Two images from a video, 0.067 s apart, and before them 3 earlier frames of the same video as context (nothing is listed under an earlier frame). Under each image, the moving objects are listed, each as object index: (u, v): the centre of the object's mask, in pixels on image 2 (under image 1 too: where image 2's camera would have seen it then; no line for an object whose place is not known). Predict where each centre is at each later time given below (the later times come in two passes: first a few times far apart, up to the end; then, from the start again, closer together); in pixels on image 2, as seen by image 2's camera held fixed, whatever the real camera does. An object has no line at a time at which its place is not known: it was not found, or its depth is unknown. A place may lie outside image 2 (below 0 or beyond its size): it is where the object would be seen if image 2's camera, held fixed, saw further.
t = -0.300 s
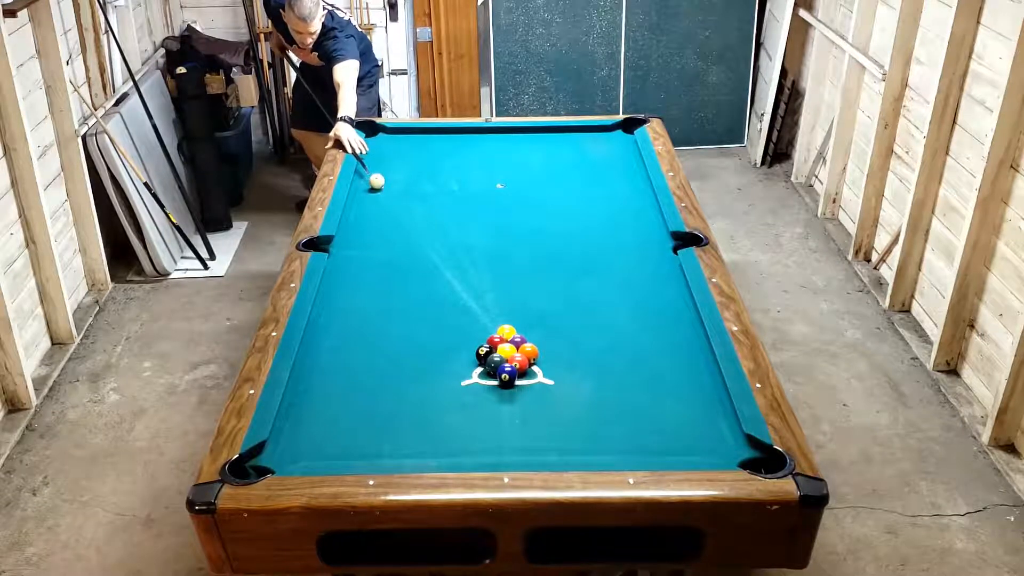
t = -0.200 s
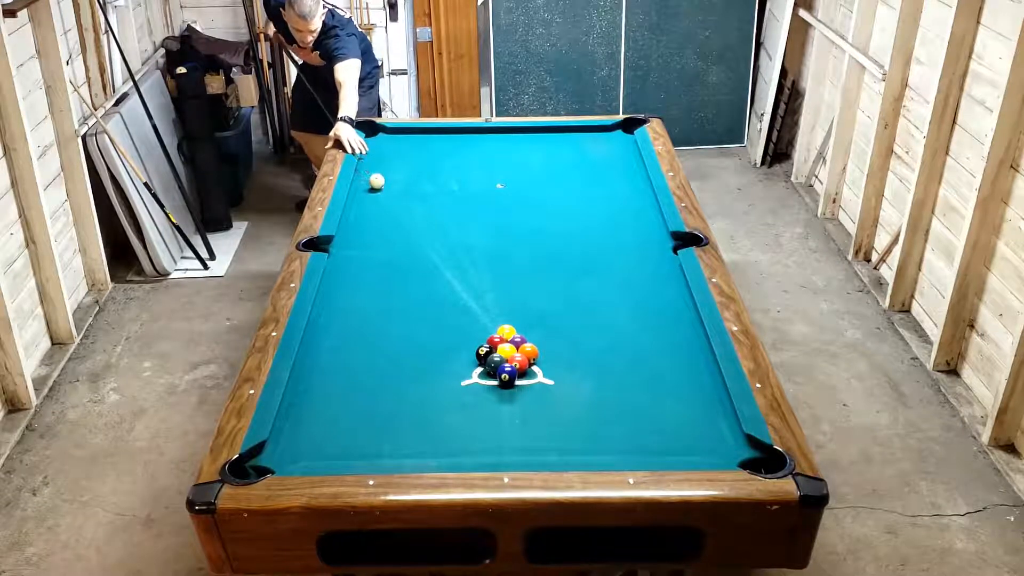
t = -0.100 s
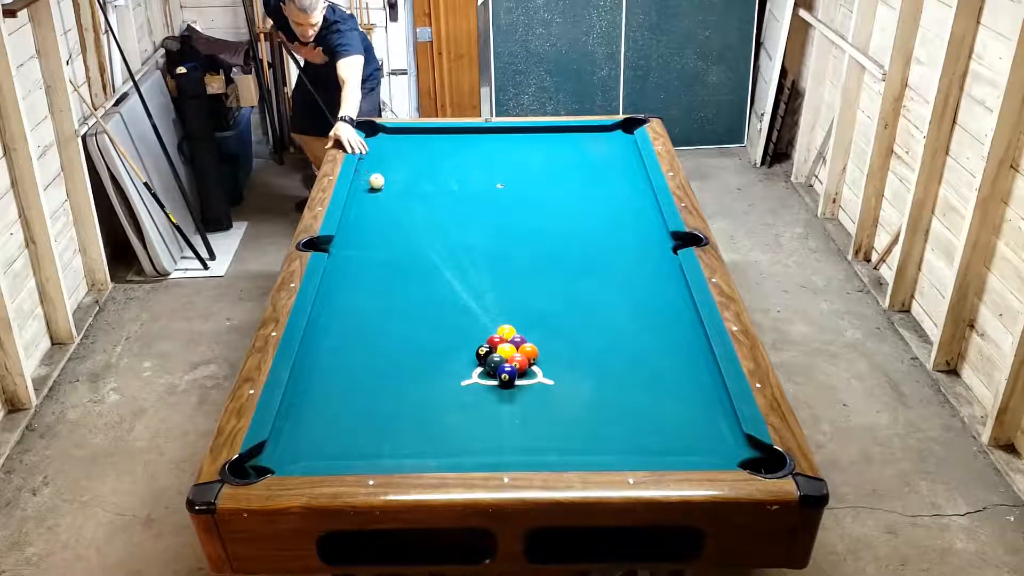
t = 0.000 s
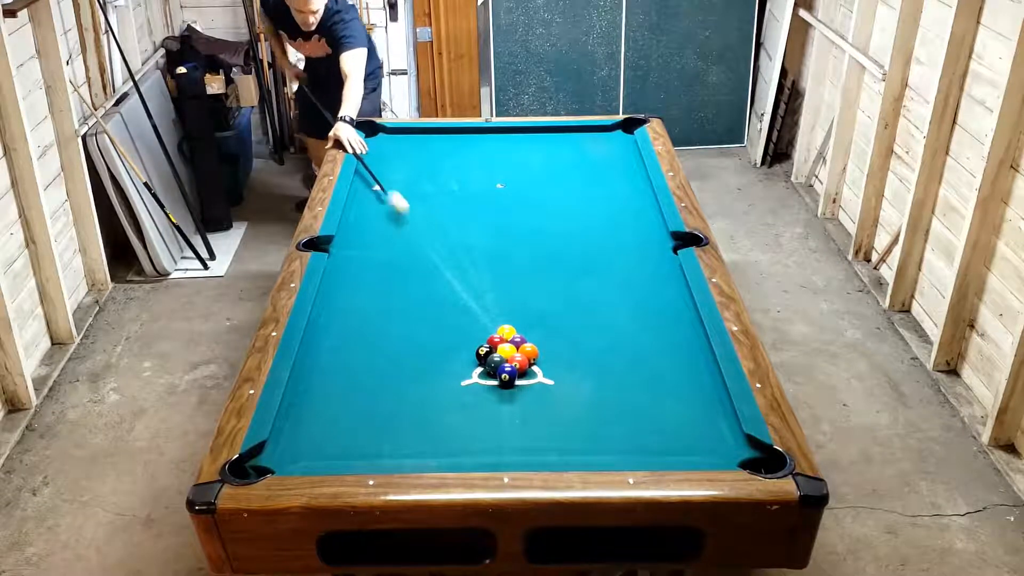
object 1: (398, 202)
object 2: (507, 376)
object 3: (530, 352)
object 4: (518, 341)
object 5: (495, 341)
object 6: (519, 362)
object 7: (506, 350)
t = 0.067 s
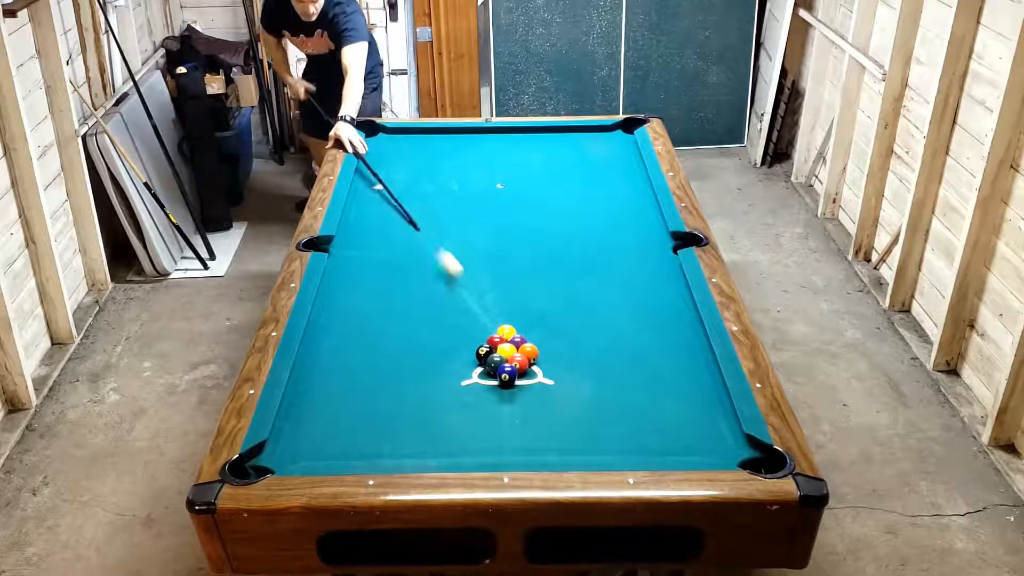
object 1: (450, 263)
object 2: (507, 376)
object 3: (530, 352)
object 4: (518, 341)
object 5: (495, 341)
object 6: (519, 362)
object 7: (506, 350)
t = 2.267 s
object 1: (635, 274)
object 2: (412, 155)
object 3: (522, 185)
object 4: (546, 258)
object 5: (434, 297)
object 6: (529, 397)
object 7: (594, 425)
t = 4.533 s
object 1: (615, 281)
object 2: (512, 191)
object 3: (577, 188)
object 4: (463, 231)
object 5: (433, 297)
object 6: (535, 377)
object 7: (599, 429)
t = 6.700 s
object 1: (615, 281)
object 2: (531, 229)
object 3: (563, 262)
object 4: (462, 231)
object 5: (433, 297)
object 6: (535, 377)
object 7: (599, 429)
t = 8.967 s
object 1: (615, 281)
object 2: (532, 230)
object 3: (578, 292)
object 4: (462, 231)
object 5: (433, 296)
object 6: (535, 377)
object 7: (599, 429)
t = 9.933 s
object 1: (615, 281)
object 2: (532, 229)
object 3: (578, 292)
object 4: (462, 231)
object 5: (433, 296)
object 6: (535, 377)
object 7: (599, 429)
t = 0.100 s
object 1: (480, 297)
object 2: (507, 376)
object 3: (530, 352)
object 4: (518, 341)
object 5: (495, 341)
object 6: (519, 362)
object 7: (506, 350)
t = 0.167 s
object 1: (507, 302)
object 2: (496, 401)
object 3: (598, 375)
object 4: (533, 342)
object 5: (490, 343)
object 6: (517, 369)
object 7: (509, 355)
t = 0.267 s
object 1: (519, 282)
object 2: (473, 449)
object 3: (711, 420)
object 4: (558, 336)
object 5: (481, 340)
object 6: (518, 379)
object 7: (515, 360)
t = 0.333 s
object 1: (526, 285)
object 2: (463, 434)
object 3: (648, 433)
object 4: (574, 331)
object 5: (475, 338)
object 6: (519, 386)
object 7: (519, 364)
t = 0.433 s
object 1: (539, 278)
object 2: (451, 404)
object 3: (562, 448)
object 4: (596, 325)
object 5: (466, 336)
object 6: (520, 396)
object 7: (524, 370)
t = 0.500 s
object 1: (547, 275)
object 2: (444, 385)
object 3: (505, 446)
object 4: (610, 321)
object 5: (461, 334)
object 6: (520, 403)
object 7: (527, 372)
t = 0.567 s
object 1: (556, 272)
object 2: (437, 368)
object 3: (452, 443)
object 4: (625, 316)
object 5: (455, 333)
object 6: (521, 410)
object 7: (531, 376)
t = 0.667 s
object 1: (570, 270)
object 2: (427, 345)
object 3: (375, 434)
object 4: (645, 311)
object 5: (447, 331)
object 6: (522, 419)
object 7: (536, 379)
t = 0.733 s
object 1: (580, 270)
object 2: (419, 331)
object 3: (357, 420)
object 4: (659, 307)
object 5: (444, 329)
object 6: (522, 426)
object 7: (540, 382)
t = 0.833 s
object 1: (595, 268)
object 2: (405, 312)
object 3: (325, 401)
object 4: (679, 302)
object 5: (443, 326)
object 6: (523, 436)
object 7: (544, 386)
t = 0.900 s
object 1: (604, 268)
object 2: (396, 300)
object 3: (302, 390)
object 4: (679, 298)
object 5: (442, 324)
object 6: (524, 443)
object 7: (547, 388)
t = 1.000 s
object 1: (618, 267)
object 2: (383, 283)
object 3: (319, 368)
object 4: (666, 294)
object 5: (441, 320)
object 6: (525, 449)
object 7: (552, 393)
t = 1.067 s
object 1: (627, 266)
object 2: (375, 272)
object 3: (335, 354)
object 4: (658, 292)
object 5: (441, 318)
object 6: (525, 447)
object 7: (556, 395)
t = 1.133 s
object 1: (636, 265)
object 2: (367, 262)
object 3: (350, 340)
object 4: (651, 289)
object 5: (440, 316)
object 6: (525, 445)
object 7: (558, 397)
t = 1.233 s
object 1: (649, 264)
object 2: (356, 248)
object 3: (370, 321)
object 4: (639, 286)
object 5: (439, 314)
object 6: (525, 439)
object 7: (563, 400)
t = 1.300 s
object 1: (658, 263)
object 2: (349, 239)
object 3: (384, 309)
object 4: (632, 284)
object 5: (439, 312)
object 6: (526, 435)
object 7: (566, 403)
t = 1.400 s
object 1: (671, 262)
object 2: (349, 228)
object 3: (402, 292)
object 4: (621, 281)
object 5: (438, 309)
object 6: (526, 430)
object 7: (570, 406)
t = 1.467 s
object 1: (668, 263)
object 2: (355, 221)
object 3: (414, 282)
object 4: (614, 278)
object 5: (438, 308)
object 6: (526, 427)
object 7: (572, 408)
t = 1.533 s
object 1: (665, 265)
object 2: (360, 214)
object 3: (425, 271)
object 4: (608, 276)
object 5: (437, 306)
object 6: (526, 424)
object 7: (575, 409)
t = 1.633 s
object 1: (660, 266)
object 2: (369, 204)
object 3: (441, 257)
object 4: (598, 273)
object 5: (437, 304)
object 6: (526, 419)
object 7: (578, 412)
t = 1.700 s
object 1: (657, 267)
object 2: (374, 197)
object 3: (451, 248)
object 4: (592, 271)
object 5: (436, 303)
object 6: (526, 416)
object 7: (581, 414)
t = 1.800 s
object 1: (653, 268)
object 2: (381, 190)
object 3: (465, 236)
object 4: (583, 269)
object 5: (435, 301)
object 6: (527, 412)
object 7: (583, 417)
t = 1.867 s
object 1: (650, 269)
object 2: (385, 185)
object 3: (474, 228)
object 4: (577, 267)
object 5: (435, 300)
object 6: (527, 410)
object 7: (585, 418)
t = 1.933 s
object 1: (647, 270)
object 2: (391, 180)
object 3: (483, 220)
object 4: (571, 265)
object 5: (435, 300)
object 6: (527, 407)
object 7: (587, 420)
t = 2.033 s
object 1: (644, 271)
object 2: (397, 172)
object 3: (495, 209)
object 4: (563, 263)
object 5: (435, 298)
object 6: (528, 404)
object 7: (589, 422)
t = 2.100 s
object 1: (641, 272)
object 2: (402, 167)
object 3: (503, 201)
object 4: (559, 261)
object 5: (435, 298)
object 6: (528, 402)
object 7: (591, 423)
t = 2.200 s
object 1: (637, 273)
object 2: (409, 160)
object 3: (515, 191)
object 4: (551, 259)
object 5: (434, 297)
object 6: (529, 399)
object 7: (593, 424)
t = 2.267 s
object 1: (635, 274)
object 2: (412, 155)
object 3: (522, 185)
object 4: (546, 258)
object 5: (434, 297)
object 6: (529, 397)
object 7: (594, 425)
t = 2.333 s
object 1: (633, 275)
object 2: (417, 151)
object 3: (529, 179)
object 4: (542, 256)
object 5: (433, 297)
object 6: (530, 395)
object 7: (595, 426)
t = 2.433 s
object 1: (630, 276)
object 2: (422, 144)
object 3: (540, 169)
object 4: (535, 254)
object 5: (433, 296)
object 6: (531, 394)
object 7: (597, 427)
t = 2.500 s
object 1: (629, 276)
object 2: (426, 140)
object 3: (546, 164)
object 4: (531, 253)
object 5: (433, 296)
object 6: (531, 391)
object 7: (598, 428)
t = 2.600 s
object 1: (626, 277)
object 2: (432, 134)
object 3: (556, 155)
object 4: (524, 251)
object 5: (433, 296)
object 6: (532, 389)
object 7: (599, 429)
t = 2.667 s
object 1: (624, 278)
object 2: (434, 132)
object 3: (562, 150)
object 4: (521, 250)
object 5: (433, 297)
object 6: (532, 387)
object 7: (599, 429)
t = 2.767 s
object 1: (622, 278)
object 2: (438, 135)
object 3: (571, 143)
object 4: (515, 248)
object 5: (433, 297)
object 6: (532, 385)
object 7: (600, 429)
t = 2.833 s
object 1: (621, 279)
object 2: (442, 137)
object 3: (577, 138)
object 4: (512, 247)
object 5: (433, 297)
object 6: (533, 384)
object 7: (600, 429)
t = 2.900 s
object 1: (620, 279)
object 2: (445, 139)
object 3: (582, 133)
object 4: (508, 246)
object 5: (433, 297)
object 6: (533, 383)
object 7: (600, 430)
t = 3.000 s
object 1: (618, 280)
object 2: (449, 143)
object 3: (592, 130)
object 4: (503, 244)
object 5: (433, 297)
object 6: (533, 382)
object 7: (600, 430)
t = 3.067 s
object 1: (617, 280)
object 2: (452, 145)
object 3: (599, 133)
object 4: (500, 243)
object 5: (433, 297)
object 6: (533, 381)
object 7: (600, 429)
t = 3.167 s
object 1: (616, 280)
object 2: (457, 149)
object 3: (610, 137)
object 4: (496, 242)
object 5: (433, 297)
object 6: (534, 379)
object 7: (599, 429)
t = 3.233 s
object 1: (616, 280)
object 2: (460, 151)
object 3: (618, 140)
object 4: (493, 241)
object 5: (433, 297)
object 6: (534, 379)
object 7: (599, 429)
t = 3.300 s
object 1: (616, 281)
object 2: (463, 153)
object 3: (626, 142)
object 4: (490, 240)
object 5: (433, 297)
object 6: (534, 378)
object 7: (599, 429)
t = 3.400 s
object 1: (615, 281)
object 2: (467, 156)
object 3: (628, 146)
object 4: (487, 239)
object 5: (433, 297)
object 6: (534, 378)
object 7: (599, 429)
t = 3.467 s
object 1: (615, 281)
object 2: (470, 158)
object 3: (624, 148)
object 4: (484, 239)
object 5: (433, 297)
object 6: (534, 378)
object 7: (599, 429)
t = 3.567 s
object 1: (615, 281)
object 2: (474, 161)
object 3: (620, 152)
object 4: (481, 237)
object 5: (433, 297)
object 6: (534, 377)
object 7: (599, 429)
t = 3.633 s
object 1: (615, 281)
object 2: (477, 164)
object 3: (617, 155)
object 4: (479, 237)
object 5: (433, 297)
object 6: (534, 377)
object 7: (599, 429)
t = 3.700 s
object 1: (615, 281)
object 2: (479, 166)
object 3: (613, 157)
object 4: (477, 236)
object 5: (433, 297)
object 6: (534, 377)
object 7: (599, 429)
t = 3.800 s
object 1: (615, 281)
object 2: (483, 169)
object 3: (609, 161)
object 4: (475, 236)
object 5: (433, 297)
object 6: (535, 377)
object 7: (599, 429)
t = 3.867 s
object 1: (615, 281)
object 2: (486, 171)
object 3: (606, 163)
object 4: (473, 235)
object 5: (433, 297)
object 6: (535, 377)
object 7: (599, 429)
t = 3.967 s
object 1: (615, 281)
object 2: (490, 174)
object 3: (601, 167)
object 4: (471, 234)
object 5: (433, 297)
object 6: (535, 377)
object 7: (599, 429)
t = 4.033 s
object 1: (615, 281)
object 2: (493, 177)
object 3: (599, 170)
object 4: (470, 233)
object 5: (433, 297)
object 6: (535, 377)
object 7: (599, 429)
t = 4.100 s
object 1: (615, 281)
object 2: (496, 179)
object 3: (596, 172)
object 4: (469, 233)
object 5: (433, 297)
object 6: (535, 377)
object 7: (599, 429)
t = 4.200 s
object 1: (615, 281)
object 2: (500, 182)
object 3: (591, 176)
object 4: (467, 233)
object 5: (433, 297)
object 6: (535, 377)
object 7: (599, 429)
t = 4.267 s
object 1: (615, 281)
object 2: (502, 184)
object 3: (588, 178)
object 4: (466, 232)
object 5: (433, 297)
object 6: (535, 377)
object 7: (599, 429)
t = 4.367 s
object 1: (615, 281)
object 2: (506, 187)
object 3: (584, 182)
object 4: (465, 232)
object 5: (433, 297)
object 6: (535, 377)
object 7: (599, 429)
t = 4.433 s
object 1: (615, 281)
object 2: (509, 189)
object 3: (581, 184)
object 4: (464, 232)
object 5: (433, 297)
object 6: (535, 377)
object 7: (599, 429)
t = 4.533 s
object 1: (615, 281)
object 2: (512, 191)
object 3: (577, 188)
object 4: (463, 231)
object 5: (433, 297)
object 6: (535, 377)
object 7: (599, 429)
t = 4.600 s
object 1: (615, 281)
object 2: (515, 194)
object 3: (574, 190)
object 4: (462, 231)
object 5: (433, 297)
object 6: (535, 377)
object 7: (599, 429)
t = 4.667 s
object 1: (615, 281)
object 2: (517, 195)
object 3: (572, 193)
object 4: (462, 231)
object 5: (433, 297)
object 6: (535, 377)
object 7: (599, 429)
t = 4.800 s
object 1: (615, 281)
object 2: (522, 199)
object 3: (567, 198)
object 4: (461, 231)
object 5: (433, 297)
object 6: (535, 377)
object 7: (599, 429)
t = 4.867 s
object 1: (615, 281)
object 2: (524, 201)
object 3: (564, 200)
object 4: (461, 231)
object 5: (433, 297)
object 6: (535, 377)
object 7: (599, 429)
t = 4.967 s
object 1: (615, 281)
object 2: (528, 204)
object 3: (560, 204)
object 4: (462, 231)
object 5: (433, 296)
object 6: (535, 377)
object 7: (599, 429)
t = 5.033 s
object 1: (615, 281)
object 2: (530, 206)
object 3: (558, 206)
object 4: (462, 231)
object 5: (433, 296)
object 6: (535, 377)
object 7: (599, 429)
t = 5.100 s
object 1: (615, 281)
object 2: (532, 208)
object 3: (555, 208)
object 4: (462, 231)
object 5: (433, 296)
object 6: (535, 377)
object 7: (599, 429)
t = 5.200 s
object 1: (615, 281)
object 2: (535, 210)
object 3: (552, 212)
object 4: (462, 231)
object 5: (433, 296)
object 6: (535, 377)
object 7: (599, 429)
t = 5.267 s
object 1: (615, 281)
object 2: (536, 212)
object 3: (551, 214)
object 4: (462, 231)
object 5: (433, 296)
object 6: (535, 377)
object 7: (599, 429)
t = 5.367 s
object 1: (615, 281)
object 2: (535, 214)
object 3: (551, 218)
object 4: (462, 231)
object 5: (433, 296)
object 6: (535, 377)
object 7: (599, 429)
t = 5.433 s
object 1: (615, 281)
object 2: (535, 215)
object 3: (551, 220)
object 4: (462, 231)
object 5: (433, 296)
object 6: (535, 377)
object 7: (599, 429)
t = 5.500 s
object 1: (615, 281)
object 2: (535, 216)
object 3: (551, 223)
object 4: (462, 231)
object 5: (433, 296)
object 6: (535, 377)
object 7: (599, 429)
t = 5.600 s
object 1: (615, 281)
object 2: (534, 218)
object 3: (551, 226)
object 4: (462, 231)
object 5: (433, 297)
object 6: (535, 377)
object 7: (599, 429)
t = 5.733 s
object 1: (615, 281)
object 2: (534, 220)
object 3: (552, 231)
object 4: (462, 231)
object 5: (433, 297)
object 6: (535, 377)
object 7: (599, 429)
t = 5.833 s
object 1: (615, 281)
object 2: (533, 221)
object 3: (552, 235)
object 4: (462, 231)
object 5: (433, 297)
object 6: (535, 377)
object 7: (599, 429)
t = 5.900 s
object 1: (615, 281)
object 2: (533, 222)
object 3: (553, 237)
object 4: (462, 231)
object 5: (433, 297)
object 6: (535, 377)
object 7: (599, 429)
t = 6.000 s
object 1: (615, 281)
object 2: (532, 223)
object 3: (554, 240)
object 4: (462, 231)
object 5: (433, 297)
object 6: (535, 377)
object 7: (599, 429)
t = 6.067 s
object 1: (615, 281)
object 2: (532, 224)
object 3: (554, 243)
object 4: (462, 231)
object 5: (433, 297)
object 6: (535, 377)
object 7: (599, 429)
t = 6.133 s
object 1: (615, 281)
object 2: (532, 225)
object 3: (555, 245)
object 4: (462, 231)
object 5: (433, 297)
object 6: (535, 377)
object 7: (599, 429)
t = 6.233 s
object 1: (615, 281)
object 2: (531, 226)
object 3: (556, 248)
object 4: (462, 231)
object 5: (433, 297)
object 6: (535, 377)
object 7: (599, 429)
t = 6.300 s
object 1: (615, 281)
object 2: (531, 227)
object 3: (557, 250)
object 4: (462, 231)
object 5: (433, 297)
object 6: (535, 377)
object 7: (599, 429)
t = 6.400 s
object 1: (615, 281)
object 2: (531, 227)
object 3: (558, 253)
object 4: (462, 231)
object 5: (433, 297)
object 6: (535, 377)
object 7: (599, 429)
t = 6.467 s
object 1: (615, 281)
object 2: (531, 228)
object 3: (559, 255)
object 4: (462, 231)
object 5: (433, 297)
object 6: (535, 377)
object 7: (599, 429)
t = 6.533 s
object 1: (615, 281)
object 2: (531, 228)
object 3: (560, 257)
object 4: (462, 231)
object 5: (433, 297)
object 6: (535, 377)
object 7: (599, 429)
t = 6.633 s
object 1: (615, 281)
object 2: (531, 229)
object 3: (562, 260)
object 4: (462, 231)
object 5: (433, 297)
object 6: (535, 377)
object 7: (599, 429)
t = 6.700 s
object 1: (615, 281)
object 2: (531, 229)
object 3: (563, 262)
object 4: (462, 231)
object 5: (433, 297)
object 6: (535, 377)
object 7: (599, 429)
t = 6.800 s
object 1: (615, 281)
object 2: (531, 229)
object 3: (564, 264)
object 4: (462, 231)
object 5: (433, 297)
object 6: (535, 377)
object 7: (599, 429)
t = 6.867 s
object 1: (615, 281)
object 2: (531, 230)
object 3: (565, 266)
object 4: (462, 231)
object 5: (433, 297)
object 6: (535, 377)
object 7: (599, 429)
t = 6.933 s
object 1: (615, 281)
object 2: (532, 230)
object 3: (566, 268)
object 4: (462, 231)
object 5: (433, 297)
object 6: (535, 377)
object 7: (599, 429)
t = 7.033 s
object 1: (616, 281)
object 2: (532, 230)
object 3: (567, 270)
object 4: (462, 231)
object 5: (433, 297)
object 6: (535, 377)
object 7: (599, 429)
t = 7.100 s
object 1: (616, 281)
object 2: (532, 230)
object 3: (568, 272)
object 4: (462, 231)
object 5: (433, 297)
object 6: (535, 377)
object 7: (599, 429)
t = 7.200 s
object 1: (615, 281)
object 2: (532, 230)
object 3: (570, 274)
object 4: (462, 231)
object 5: (433, 297)
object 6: (535, 377)
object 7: (599, 429)
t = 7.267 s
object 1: (615, 281)
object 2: (532, 230)
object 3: (571, 275)
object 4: (462, 231)
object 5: (433, 296)
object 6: (535, 377)
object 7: (599, 429)
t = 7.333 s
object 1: (615, 281)
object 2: (532, 229)
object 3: (571, 277)
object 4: (462, 231)
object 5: (433, 296)
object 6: (535, 377)
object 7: (599, 429)
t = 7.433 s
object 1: (615, 281)
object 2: (532, 229)
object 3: (573, 279)
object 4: (462, 231)
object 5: (433, 296)
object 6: (535, 377)
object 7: (599, 429)
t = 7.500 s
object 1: (615, 281)
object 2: (532, 229)
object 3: (573, 280)
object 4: (462, 231)
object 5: (433, 296)
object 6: (535, 377)
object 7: (599, 429)
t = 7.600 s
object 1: (615, 281)
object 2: (532, 229)
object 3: (574, 282)
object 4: (462, 231)
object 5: (433, 296)
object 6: (535, 377)
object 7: (599, 429)
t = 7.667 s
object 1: (615, 281)
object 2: (532, 229)
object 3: (574, 283)
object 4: (462, 231)
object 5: (433, 296)
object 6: (535, 377)
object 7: (599, 429)
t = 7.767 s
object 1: (615, 281)
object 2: (532, 229)
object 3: (575, 284)
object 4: (462, 231)
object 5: (433, 296)
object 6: (535, 377)
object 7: (599, 429)
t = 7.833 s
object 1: (615, 281)
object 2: (532, 229)
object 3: (575, 285)
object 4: (462, 231)
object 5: (433, 296)
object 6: (535, 377)
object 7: (599, 429)
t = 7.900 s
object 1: (615, 281)
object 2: (532, 229)
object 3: (576, 286)
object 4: (462, 231)
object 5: (433, 296)
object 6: (535, 377)
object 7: (599, 429)
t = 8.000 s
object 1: (615, 281)
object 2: (532, 229)
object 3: (576, 287)
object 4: (462, 231)
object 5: (433, 296)
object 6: (535, 377)
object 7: (599, 429)
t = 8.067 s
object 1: (615, 281)
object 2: (532, 229)
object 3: (576, 288)
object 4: (462, 231)
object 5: (433, 296)
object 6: (535, 377)
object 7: (599, 429)
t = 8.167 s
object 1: (615, 281)
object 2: (532, 229)
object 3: (577, 289)
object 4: (462, 231)
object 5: (433, 296)
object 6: (535, 377)
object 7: (599, 429)
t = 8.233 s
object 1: (615, 281)
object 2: (532, 229)
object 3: (577, 290)
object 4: (462, 231)
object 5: (433, 296)
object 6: (535, 377)
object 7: (599, 429)
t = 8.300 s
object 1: (615, 281)
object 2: (532, 230)
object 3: (578, 290)
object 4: (462, 231)
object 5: (433, 296)
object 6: (535, 377)
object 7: (599, 429)
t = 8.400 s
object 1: (615, 281)
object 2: (532, 230)
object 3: (578, 291)
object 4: (462, 231)
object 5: (433, 296)
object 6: (535, 377)
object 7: (599, 429)
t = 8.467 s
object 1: (615, 281)
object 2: (532, 230)
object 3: (578, 292)
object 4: (462, 231)
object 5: (433, 297)
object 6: (535, 377)
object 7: (599, 429)
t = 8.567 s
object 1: (615, 281)
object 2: (532, 230)
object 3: (578, 292)
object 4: (462, 231)
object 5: (433, 296)
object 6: (535, 377)
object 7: (599, 429)
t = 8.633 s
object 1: (615, 281)
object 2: (532, 230)
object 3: (578, 292)
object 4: (462, 231)
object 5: (433, 296)
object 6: (535, 377)
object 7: (599, 429)
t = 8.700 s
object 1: (615, 281)
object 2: (532, 230)
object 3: (578, 292)
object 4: (462, 231)
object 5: (433, 296)
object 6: (535, 377)
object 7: (599, 429)
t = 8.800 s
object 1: (615, 281)
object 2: (532, 230)
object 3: (578, 292)
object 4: (462, 231)
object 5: (433, 296)
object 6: (535, 377)
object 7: (599, 429)
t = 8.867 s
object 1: (615, 281)
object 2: (532, 230)
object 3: (578, 292)
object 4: (462, 231)
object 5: (433, 296)
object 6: (535, 377)
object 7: (599, 429)
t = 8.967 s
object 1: (615, 281)
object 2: (532, 230)
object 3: (578, 292)
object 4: (462, 231)
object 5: (433, 296)
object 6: (535, 377)
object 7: (599, 429)
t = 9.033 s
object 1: (615, 281)
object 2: (532, 230)
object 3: (578, 292)
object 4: (462, 231)
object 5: (433, 296)
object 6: (535, 377)
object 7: (599, 429)
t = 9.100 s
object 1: (615, 281)
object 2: (532, 229)
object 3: (578, 292)
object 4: (462, 231)
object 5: (433, 296)
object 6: (535, 377)
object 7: (599, 429)
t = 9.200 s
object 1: (615, 281)
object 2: (532, 229)
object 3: (578, 292)
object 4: (462, 231)
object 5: (433, 296)
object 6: (535, 377)
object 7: (599, 429)
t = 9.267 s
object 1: (615, 281)
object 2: (532, 229)
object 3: (578, 292)
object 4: (462, 231)
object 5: (433, 296)
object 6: (535, 377)
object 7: (599, 429)
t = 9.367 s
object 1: (615, 281)
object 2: (532, 229)
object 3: (578, 292)
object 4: (462, 231)
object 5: (433, 296)
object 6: (535, 377)
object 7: (599, 429)
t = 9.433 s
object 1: (615, 281)
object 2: (532, 229)
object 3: (578, 292)
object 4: (462, 231)
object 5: (433, 296)
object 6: (535, 377)
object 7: (599, 429)
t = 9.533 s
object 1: (615, 281)
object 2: (532, 229)
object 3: (578, 292)
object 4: (462, 231)
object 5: (433, 296)
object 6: (535, 377)
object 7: (599, 429)
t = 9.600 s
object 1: (615, 281)
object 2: (532, 229)
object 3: (578, 292)
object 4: (462, 231)
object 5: (433, 296)
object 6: (535, 377)
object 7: (599, 429)
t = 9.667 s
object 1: (615, 281)
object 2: (532, 230)
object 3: (578, 292)
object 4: (462, 231)
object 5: (433, 296)
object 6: (535, 377)
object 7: (599, 429)
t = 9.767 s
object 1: (615, 281)
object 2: (532, 229)
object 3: (578, 292)
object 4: (462, 231)
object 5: (433, 297)
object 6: (535, 377)
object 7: (599, 429)
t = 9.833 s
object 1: (615, 281)
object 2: (532, 229)
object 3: (578, 292)
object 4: (462, 231)
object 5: (433, 297)
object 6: (535, 377)
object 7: (599, 429)
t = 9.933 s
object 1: (615, 281)
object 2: (532, 229)
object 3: (578, 292)
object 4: (462, 231)
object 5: (433, 296)
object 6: (535, 377)
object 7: (599, 429)
